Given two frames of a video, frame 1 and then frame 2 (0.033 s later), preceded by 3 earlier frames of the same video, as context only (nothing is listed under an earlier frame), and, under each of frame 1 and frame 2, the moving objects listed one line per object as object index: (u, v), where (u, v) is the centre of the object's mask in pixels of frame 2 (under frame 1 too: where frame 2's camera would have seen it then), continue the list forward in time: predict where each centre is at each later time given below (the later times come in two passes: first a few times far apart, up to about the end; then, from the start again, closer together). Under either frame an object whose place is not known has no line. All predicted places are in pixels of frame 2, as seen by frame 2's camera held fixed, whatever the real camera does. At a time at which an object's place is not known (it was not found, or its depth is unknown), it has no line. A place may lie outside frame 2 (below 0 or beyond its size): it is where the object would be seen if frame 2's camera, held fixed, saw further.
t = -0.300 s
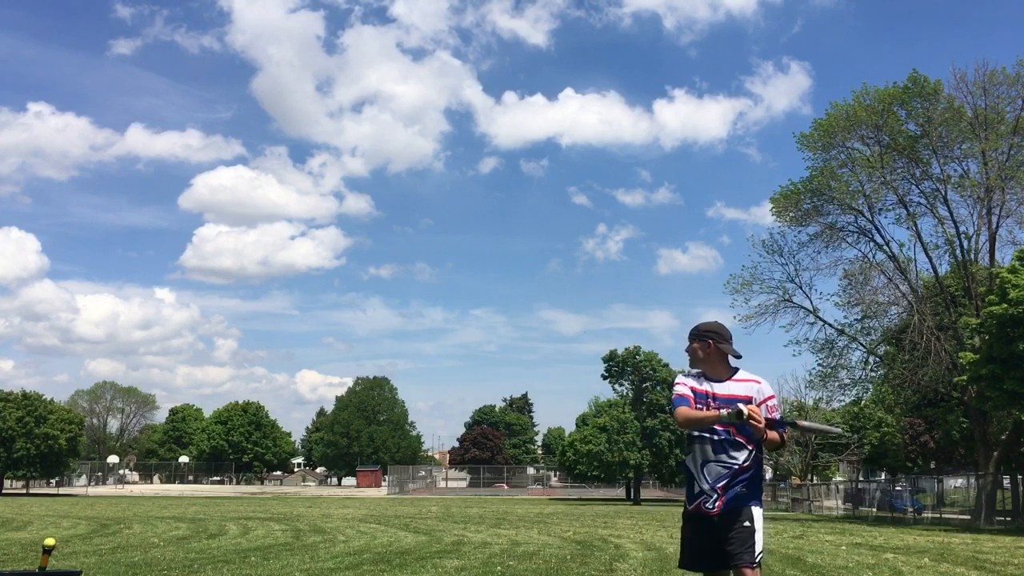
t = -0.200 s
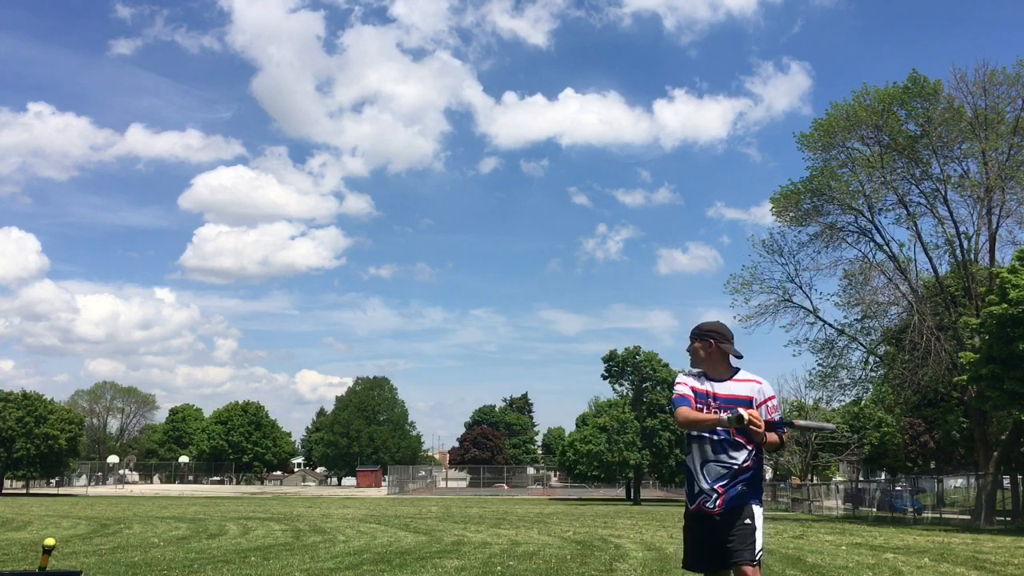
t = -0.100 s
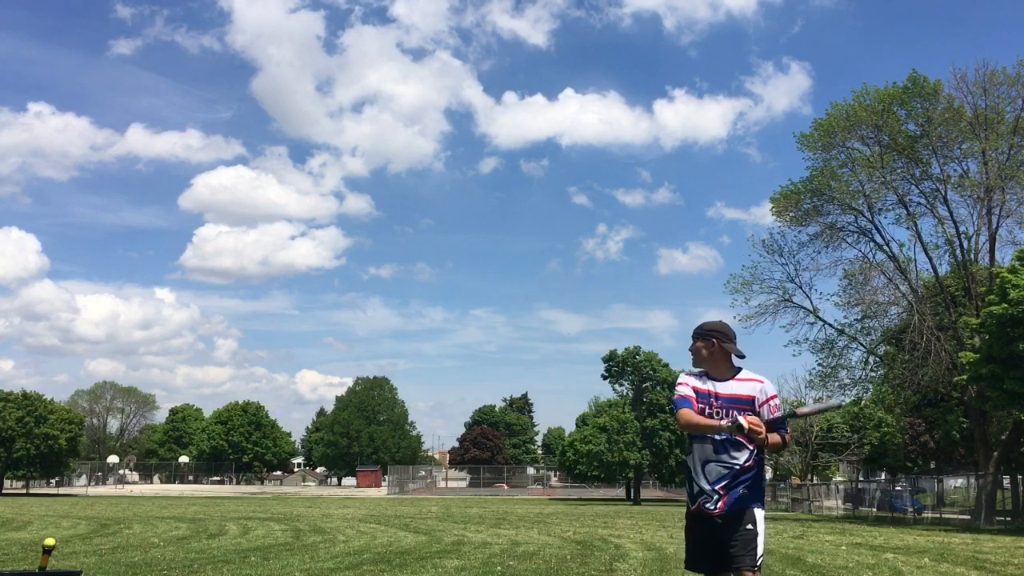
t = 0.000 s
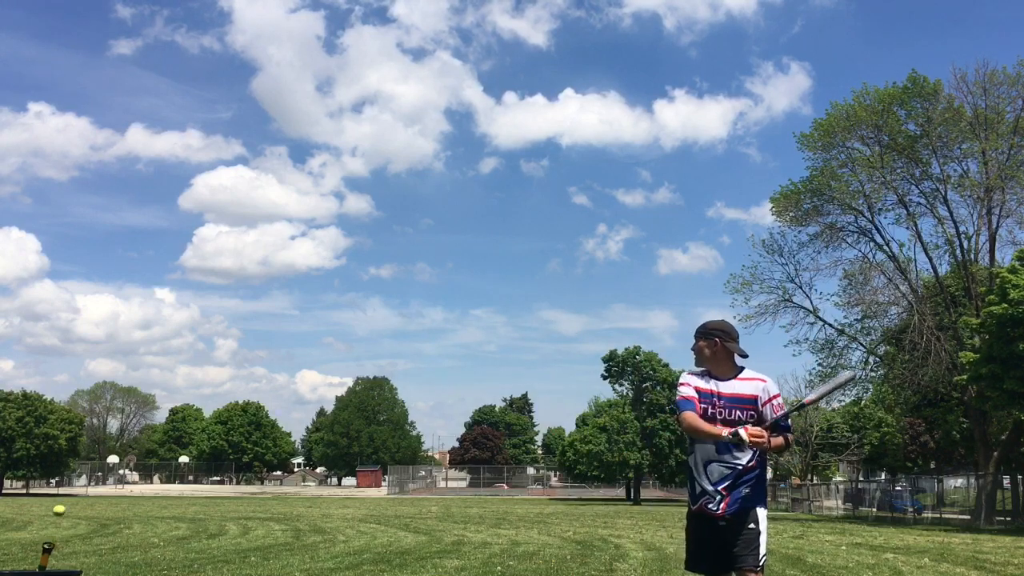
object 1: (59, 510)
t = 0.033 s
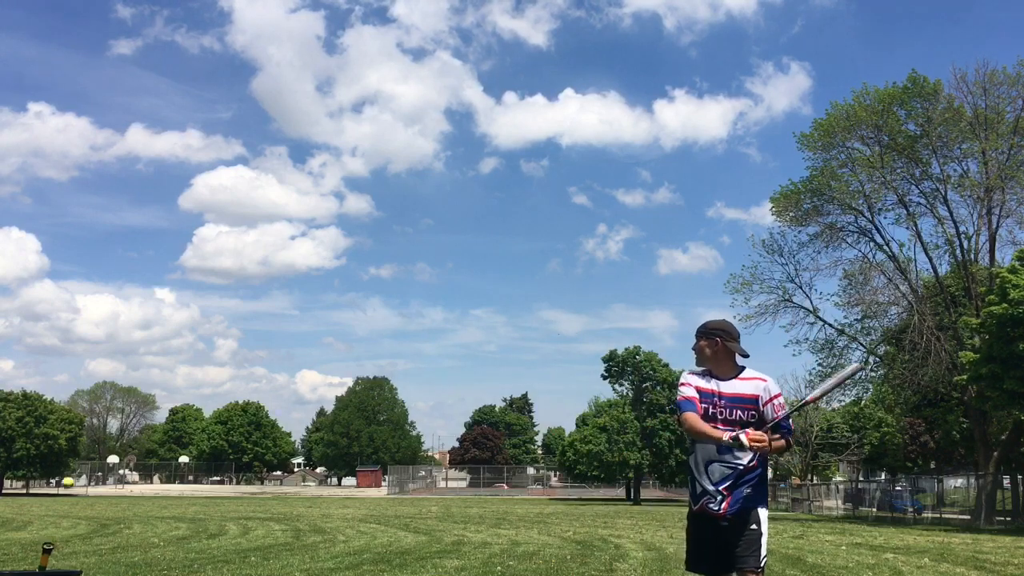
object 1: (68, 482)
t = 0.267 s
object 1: (127, 317)
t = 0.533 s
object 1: (194, 190)
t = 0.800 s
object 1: (264, 140)
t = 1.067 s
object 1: (343, 189)
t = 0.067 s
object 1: (76, 455)
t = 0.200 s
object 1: (110, 359)
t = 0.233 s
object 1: (118, 337)
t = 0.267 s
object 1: (127, 317)
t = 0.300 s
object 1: (135, 297)
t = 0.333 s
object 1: (144, 278)
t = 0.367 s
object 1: (152, 260)
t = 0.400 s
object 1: (160, 244)
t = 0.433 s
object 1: (169, 229)
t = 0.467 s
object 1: (177, 215)
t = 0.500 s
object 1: (185, 202)
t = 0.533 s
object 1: (194, 190)
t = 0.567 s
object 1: (202, 179)
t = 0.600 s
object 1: (211, 170)
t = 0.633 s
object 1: (220, 162)
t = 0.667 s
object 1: (228, 155)
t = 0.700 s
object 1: (237, 149)
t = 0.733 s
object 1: (246, 145)
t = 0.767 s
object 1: (255, 142)
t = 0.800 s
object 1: (264, 140)
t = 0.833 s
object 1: (273, 140)
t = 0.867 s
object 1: (283, 142)
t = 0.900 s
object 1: (292, 145)
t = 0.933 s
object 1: (302, 150)
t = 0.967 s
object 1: (312, 157)
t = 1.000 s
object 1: (322, 166)
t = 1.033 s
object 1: (332, 176)
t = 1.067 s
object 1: (343, 189)
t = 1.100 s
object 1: (353, 204)
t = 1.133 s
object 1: (364, 221)
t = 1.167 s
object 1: (375, 240)
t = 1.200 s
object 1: (387, 263)
